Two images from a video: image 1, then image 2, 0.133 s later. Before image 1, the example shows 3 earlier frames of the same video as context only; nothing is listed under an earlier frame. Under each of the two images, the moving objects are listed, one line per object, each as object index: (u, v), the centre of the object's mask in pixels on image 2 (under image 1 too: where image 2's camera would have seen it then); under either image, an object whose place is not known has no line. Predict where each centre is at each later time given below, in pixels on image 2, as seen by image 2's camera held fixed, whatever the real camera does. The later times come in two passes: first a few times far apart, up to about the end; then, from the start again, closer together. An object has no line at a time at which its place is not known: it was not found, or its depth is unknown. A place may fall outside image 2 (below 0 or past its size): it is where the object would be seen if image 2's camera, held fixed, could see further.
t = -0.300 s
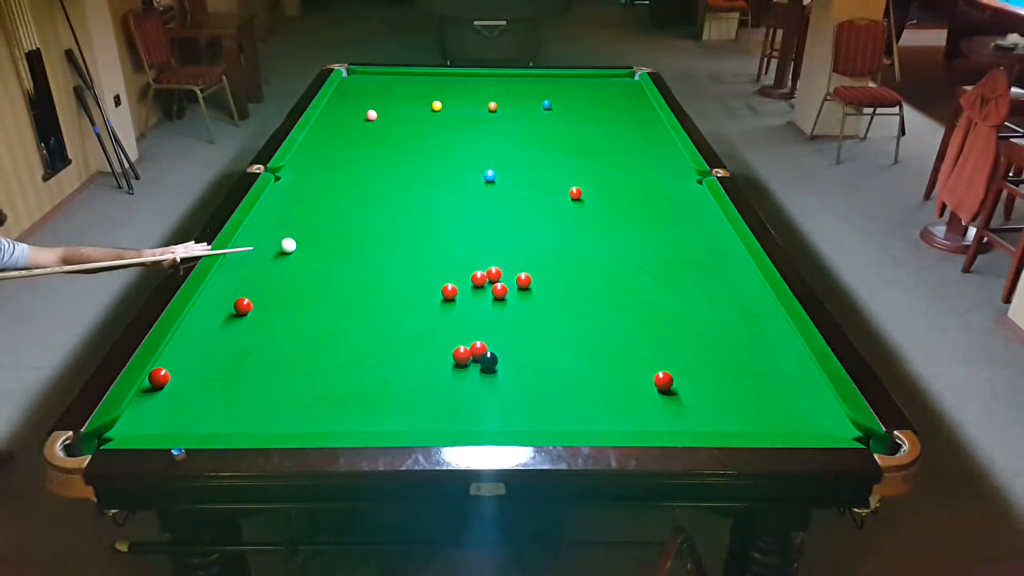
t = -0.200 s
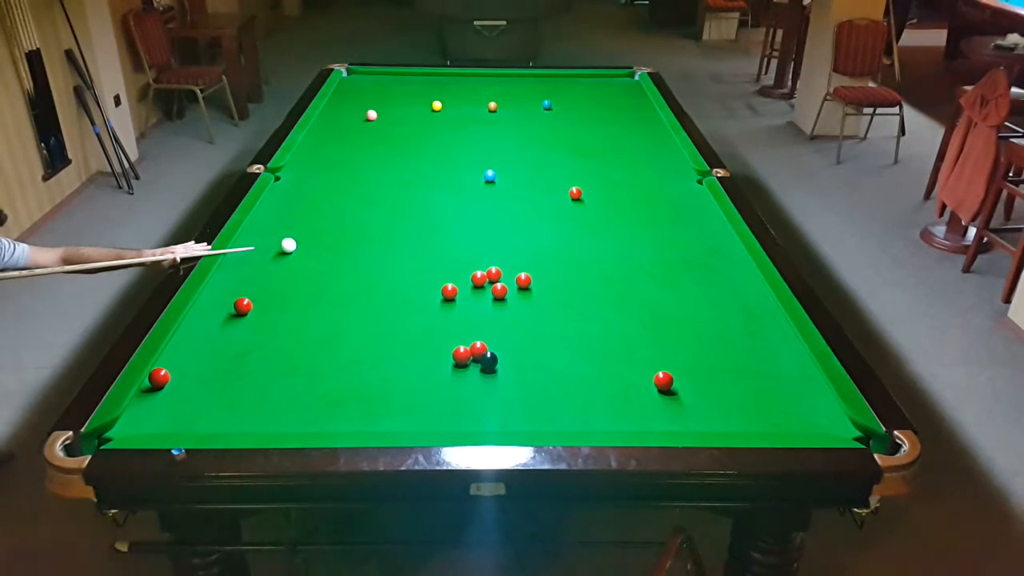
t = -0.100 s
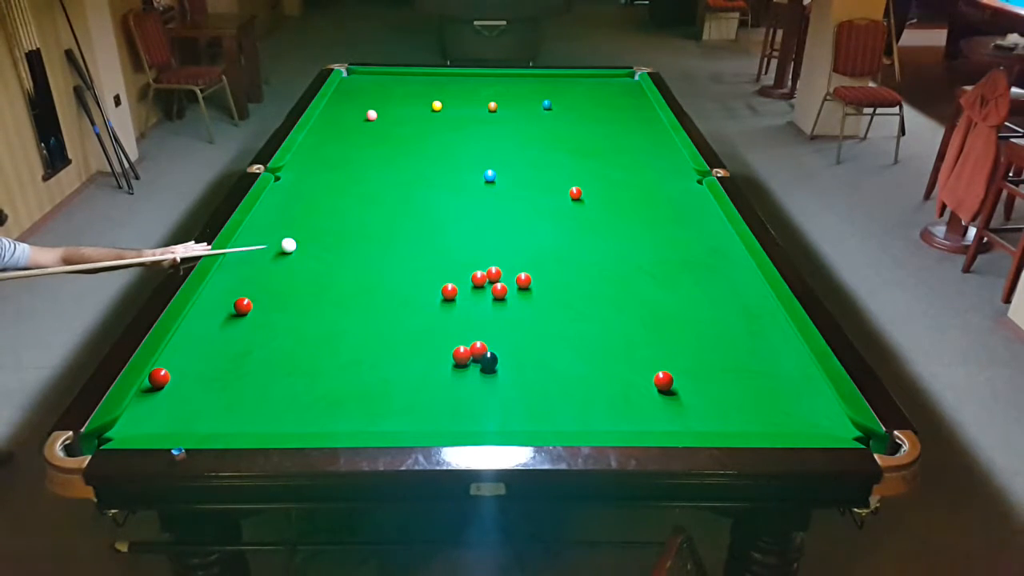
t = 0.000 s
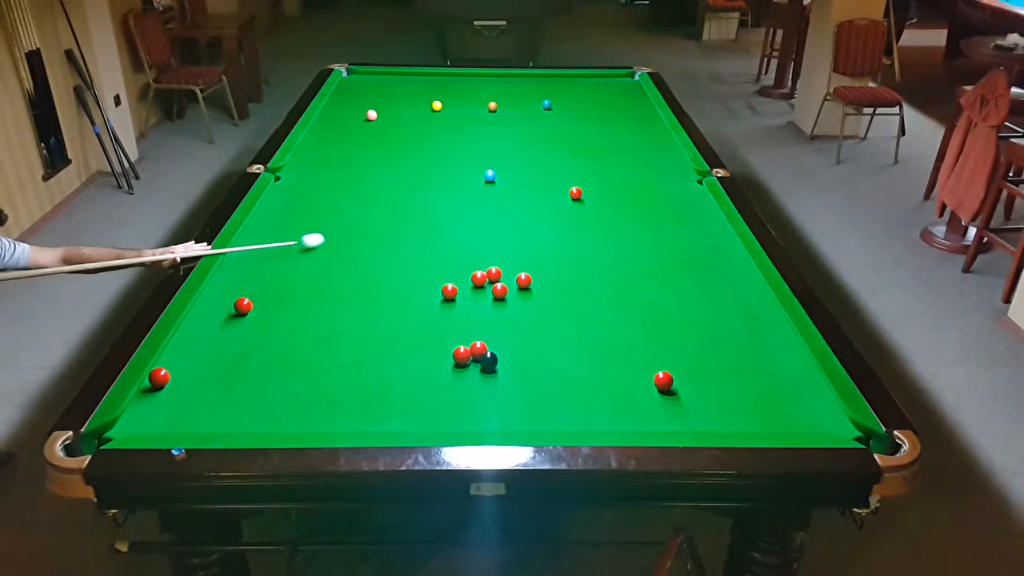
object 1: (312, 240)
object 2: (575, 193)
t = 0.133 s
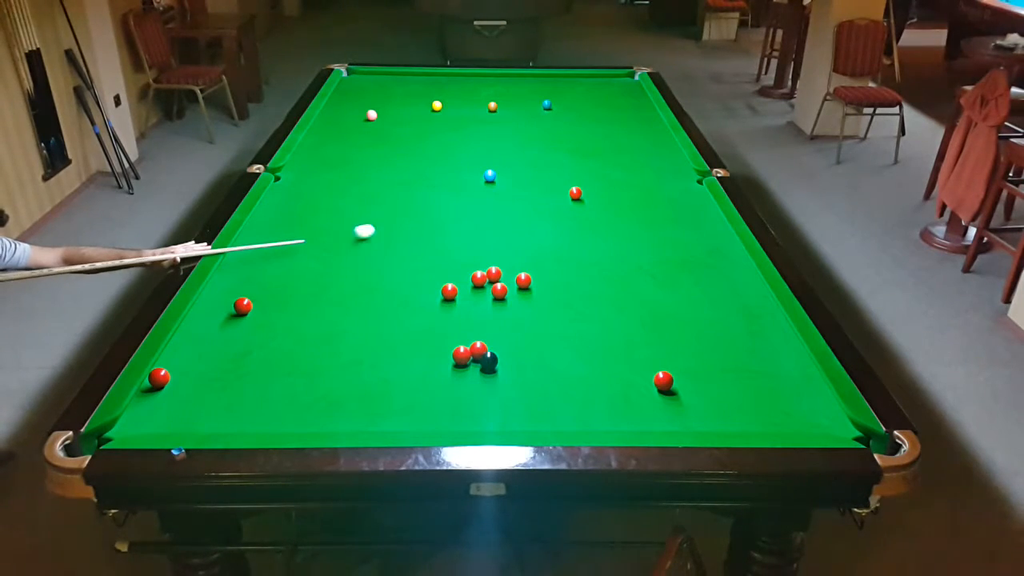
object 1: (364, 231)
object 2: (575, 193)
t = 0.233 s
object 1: (399, 224)
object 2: (575, 193)
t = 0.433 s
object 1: (464, 212)
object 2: (575, 193)
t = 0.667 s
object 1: (533, 199)
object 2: (575, 193)
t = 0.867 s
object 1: (566, 194)
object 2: (595, 189)
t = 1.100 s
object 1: (579, 191)
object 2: (633, 182)
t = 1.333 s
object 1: (590, 189)
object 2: (667, 176)
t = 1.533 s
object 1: (599, 188)
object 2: (692, 172)
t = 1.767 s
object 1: (608, 186)
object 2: (678, 177)
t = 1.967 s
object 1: (615, 185)
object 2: (667, 182)
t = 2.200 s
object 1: (621, 184)
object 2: (654, 187)
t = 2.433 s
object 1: (627, 183)
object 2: (642, 191)
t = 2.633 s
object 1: (630, 182)
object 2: (632, 195)
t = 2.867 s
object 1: (634, 182)
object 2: (622, 200)
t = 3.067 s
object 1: (636, 182)
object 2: (613, 203)
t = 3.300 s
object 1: (636, 182)
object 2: (604, 207)
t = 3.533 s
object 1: (636, 182)
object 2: (596, 210)
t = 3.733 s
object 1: (636, 181)
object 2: (590, 213)
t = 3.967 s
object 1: (636, 181)
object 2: (583, 215)
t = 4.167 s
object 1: (636, 181)
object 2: (578, 217)
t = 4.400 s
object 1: (636, 181)
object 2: (573, 219)
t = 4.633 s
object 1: (636, 181)
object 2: (570, 220)
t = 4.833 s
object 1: (636, 182)
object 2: (567, 221)
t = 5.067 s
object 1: (636, 182)
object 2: (565, 222)
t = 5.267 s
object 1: (636, 182)
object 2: (563, 222)
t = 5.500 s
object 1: (636, 182)
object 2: (563, 222)
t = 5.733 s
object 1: (636, 182)
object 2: (564, 222)
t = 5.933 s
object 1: (636, 182)
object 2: (564, 222)
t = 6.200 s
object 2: (564, 222)
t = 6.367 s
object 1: (636, 182)
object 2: (564, 222)
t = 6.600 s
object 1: (636, 182)
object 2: (564, 222)
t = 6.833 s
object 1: (636, 182)
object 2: (564, 222)
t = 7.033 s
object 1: (636, 182)
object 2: (564, 222)
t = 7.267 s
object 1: (636, 182)
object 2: (564, 222)
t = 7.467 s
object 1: (636, 181)
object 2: (564, 222)
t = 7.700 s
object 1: (636, 181)
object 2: (564, 222)
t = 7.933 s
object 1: (636, 182)
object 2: (564, 222)
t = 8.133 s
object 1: (636, 182)
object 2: (564, 222)
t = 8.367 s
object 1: (636, 182)
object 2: (564, 222)
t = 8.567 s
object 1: (636, 182)
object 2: (564, 222)
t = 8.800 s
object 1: (636, 182)
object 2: (564, 222)
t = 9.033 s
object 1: (636, 182)
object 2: (564, 222)
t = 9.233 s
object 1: (636, 181)
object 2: (564, 222)
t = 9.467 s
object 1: (636, 182)
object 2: (564, 222)
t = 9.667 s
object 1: (636, 182)
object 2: (564, 222)
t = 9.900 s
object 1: (636, 182)
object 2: (564, 222)
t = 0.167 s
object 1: (376, 229)
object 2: (575, 193)
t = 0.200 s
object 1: (388, 227)
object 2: (575, 193)
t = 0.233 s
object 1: (399, 224)
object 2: (575, 193)
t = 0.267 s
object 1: (410, 222)
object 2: (575, 193)
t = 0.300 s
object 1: (422, 220)
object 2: (575, 193)
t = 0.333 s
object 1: (432, 218)
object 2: (575, 193)
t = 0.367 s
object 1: (443, 216)
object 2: (575, 193)
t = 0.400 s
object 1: (454, 214)
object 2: (575, 193)
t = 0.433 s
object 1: (464, 212)
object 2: (575, 193)
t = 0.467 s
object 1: (474, 211)
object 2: (575, 193)
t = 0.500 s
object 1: (485, 209)
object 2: (575, 193)
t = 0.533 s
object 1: (495, 207)
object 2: (575, 193)
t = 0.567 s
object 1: (504, 205)
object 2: (575, 193)
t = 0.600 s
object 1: (514, 203)
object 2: (575, 193)
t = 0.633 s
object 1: (524, 201)
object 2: (575, 193)
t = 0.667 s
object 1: (533, 199)
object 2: (575, 193)
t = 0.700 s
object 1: (542, 198)
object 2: (575, 193)
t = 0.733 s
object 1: (551, 196)
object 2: (575, 193)
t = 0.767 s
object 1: (561, 195)
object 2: (575, 193)
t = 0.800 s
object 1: (564, 194)
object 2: (580, 191)
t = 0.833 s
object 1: (564, 194)
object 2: (588, 190)
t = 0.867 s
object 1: (566, 194)
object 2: (595, 189)
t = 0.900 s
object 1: (568, 193)
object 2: (601, 188)
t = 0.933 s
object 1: (570, 193)
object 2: (607, 187)
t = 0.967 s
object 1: (571, 193)
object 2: (613, 186)
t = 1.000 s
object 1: (573, 192)
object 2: (618, 185)
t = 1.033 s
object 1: (575, 192)
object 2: (623, 184)
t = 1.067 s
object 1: (577, 192)
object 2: (628, 183)
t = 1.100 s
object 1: (579, 191)
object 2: (633, 182)
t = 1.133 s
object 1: (580, 191)
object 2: (638, 181)
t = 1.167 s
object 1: (582, 191)
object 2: (643, 180)
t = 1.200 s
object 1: (584, 190)
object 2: (648, 179)
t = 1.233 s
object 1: (585, 190)
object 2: (653, 178)
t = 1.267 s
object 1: (587, 190)
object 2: (657, 177)
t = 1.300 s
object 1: (589, 189)
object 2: (662, 177)
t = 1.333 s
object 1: (590, 189)
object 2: (667, 176)
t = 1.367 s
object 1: (592, 189)
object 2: (671, 175)
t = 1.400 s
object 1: (593, 189)
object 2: (676, 174)
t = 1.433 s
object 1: (595, 188)
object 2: (680, 173)
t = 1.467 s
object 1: (596, 188)
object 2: (685, 173)
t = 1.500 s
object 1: (598, 188)
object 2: (689, 172)
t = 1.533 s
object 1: (599, 188)
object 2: (692, 172)
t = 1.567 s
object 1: (600, 187)
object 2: (690, 172)
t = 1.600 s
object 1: (602, 187)
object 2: (688, 173)
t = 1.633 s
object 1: (603, 187)
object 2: (686, 174)
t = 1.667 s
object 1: (604, 187)
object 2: (684, 175)
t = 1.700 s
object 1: (606, 186)
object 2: (682, 176)
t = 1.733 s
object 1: (607, 186)
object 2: (680, 176)
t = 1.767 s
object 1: (608, 186)
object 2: (678, 177)
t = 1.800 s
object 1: (609, 186)
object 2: (676, 178)
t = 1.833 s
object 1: (610, 186)
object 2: (675, 179)
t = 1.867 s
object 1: (612, 185)
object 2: (672, 179)
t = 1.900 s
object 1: (612, 185)
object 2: (671, 180)
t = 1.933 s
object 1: (613, 185)
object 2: (669, 181)
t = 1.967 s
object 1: (615, 185)
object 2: (667, 182)
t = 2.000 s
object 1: (616, 185)
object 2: (665, 182)
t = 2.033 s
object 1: (617, 184)
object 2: (663, 183)
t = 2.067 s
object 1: (618, 184)
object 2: (661, 184)
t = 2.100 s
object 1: (619, 184)
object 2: (659, 185)
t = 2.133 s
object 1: (619, 184)
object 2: (658, 185)
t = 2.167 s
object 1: (620, 184)
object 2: (656, 186)
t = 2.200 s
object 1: (621, 184)
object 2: (654, 187)
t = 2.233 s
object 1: (622, 183)
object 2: (652, 187)
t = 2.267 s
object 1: (623, 183)
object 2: (650, 188)
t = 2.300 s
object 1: (624, 183)
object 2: (649, 189)
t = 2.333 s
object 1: (625, 183)
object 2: (647, 189)
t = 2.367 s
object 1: (625, 183)
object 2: (645, 190)
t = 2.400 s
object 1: (626, 183)
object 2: (644, 191)
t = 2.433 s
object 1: (627, 183)
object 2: (642, 191)
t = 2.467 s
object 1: (627, 183)
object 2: (640, 192)
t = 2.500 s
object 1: (628, 183)
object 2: (639, 193)
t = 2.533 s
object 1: (629, 183)
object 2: (637, 194)
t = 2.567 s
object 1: (629, 183)
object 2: (635, 194)
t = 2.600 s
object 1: (630, 182)
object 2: (634, 195)
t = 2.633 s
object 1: (630, 182)
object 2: (632, 195)
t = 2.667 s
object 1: (631, 182)
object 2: (631, 196)
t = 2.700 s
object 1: (632, 182)
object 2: (629, 197)
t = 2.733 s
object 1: (632, 182)
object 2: (628, 197)
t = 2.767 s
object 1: (633, 182)
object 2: (626, 198)
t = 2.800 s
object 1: (633, 182)
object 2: (624, 199)
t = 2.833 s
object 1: (633, 182)
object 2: (623, 199)
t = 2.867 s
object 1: (634, 182)
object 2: (622, 200)
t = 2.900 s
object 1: (634, 182)
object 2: (620, 200)
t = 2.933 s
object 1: (634, 182)
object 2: (619, 201)
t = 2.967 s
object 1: (635, 182)
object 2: (617, 201)
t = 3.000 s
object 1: (635, 182)
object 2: (616, 202)
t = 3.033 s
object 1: (635, 182)
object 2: (615, 203)
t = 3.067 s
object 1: (636, 182)
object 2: (613, 203)
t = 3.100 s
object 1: (636, 182)
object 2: (612, 204)
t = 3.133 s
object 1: (636, 182)
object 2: (611, 204)
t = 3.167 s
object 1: (636, 182)
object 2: (609, 205)
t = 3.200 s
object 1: (636, 182)
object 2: (608, 205)
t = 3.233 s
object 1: (636, 182)
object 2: (607, 206)
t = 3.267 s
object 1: (636, 182)
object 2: (605, 206)
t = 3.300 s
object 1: (636, 182)
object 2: (604, 207)
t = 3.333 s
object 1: (636, 182)
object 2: (603, 207)
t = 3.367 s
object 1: (636, 182)
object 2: (602, 208)
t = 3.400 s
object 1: (636, 182)
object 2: (601, 208)
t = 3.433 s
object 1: (636, 181)
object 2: (599, 209)
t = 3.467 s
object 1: (636, 181)
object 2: (598, 209)
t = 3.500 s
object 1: (636, 181)
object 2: (597, 210)
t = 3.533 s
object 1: (636, 182)
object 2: (596, 210)
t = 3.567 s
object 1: (636, 181)
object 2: (595, 211)
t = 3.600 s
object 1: (636, 182)
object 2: (594, 211)
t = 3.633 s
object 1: (636, 181)
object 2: (593, 211)
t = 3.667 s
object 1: (636, 182)
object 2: (592, 212)
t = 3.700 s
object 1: (636, 182)
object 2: (591, 212)
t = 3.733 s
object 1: (636, 181)
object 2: (590, 213)
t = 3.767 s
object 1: (636, 182)
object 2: (589, 213)
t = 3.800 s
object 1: (636, 182)
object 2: (588, 214)
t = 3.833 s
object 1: (636, 181)
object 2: (587, 214)
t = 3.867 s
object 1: (636, 181)
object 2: (586, 214)
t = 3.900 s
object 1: (636, 182)
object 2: (585, 215)
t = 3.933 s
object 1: (636, 181)
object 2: (584, 215)
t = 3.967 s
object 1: (636, 181)
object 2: (583, 215)
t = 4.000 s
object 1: (636, 181)
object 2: (582, 216)
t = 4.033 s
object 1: (636, 181)
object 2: (582, 216)
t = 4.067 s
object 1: (636, 181)
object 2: (581, 216)
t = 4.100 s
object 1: (636, 181)
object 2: (580, 216)
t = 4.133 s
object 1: (636, 181)
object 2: (579, 217)
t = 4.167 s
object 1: (636, 181)
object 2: (578, 217)
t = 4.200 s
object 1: (636, 181)
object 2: (578, 218)
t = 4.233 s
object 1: (636, 181)
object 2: (577, 218)
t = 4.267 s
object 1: (636, 181)
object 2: (576, 218)
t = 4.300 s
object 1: (636, 181)
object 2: (576, 218)
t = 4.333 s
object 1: (636, 181)
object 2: (575, 218)
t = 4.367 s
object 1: (636, 181)
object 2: (574, 219)
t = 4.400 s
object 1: (636, 181)
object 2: (573, 219)
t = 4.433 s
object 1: (636, 181)
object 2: (573, 219)
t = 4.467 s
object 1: (636, 182)
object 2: (572, 220)
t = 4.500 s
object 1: (636, 181)
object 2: (572, 219)
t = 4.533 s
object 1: (636, 181)
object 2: (571, 220)
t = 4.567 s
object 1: (636, 181)
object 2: (570, 220)
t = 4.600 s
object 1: (636, 182)
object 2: (570, 220)
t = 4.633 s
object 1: (636, 181)
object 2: (570, 220)
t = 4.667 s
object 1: (636, 182)
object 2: (569, 220)
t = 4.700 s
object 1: (636, 181)
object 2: (568, 221)
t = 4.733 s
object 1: (636, 181)
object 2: (568, 221)
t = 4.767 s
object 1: (636, 181)
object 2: (568, 221)
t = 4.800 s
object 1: (636, 181)
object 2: (567, 221)
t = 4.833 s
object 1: (636, 182)
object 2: (567, 221)
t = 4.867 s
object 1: (636, 182)
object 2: (567, 221)
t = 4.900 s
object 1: (636, 182)
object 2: (566, 221)
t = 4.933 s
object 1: (636, 182)
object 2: (566, 222)
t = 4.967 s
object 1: (636, 181)
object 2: (566, 222)
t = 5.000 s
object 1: (636, 181)
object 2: (565, 222)
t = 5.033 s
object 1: (636, 182)
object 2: (565, 222)
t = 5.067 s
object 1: (636, 182)
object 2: (565, 222)
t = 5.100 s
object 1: (636, 181)
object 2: (565, 222)
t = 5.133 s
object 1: (636, 181)
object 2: (564, 222)
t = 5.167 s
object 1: (636, 181)
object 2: (564, 222)
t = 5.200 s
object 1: (636, 181)
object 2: (564, 222)
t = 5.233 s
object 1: (636, 181)
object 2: (564, 222)
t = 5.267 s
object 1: (636, 182)
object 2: (563, 222)
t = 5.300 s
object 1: (636, 182)
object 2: (563, 222)
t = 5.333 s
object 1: (636, 181)
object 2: (563, 222)
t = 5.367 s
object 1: (636, 181)
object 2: (563, 222)
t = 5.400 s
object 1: (636, 181)
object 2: (563, 222)
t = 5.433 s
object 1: (636, 181)
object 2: (563, 222)
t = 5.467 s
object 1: (636, 181)
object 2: (563, 222)
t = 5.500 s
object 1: (636, 182)
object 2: (563, 222)
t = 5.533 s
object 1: (636, 182)
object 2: (563, 222)
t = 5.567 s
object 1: (636, 181)
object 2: (563, 222)
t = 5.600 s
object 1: (636, 181)
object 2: (563, 222)
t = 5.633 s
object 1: (636, 182)
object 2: (563, 222)
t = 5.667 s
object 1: (636, 181)
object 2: (564, 222)
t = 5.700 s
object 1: (636, 182)
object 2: (564, 222)
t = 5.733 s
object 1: (636, 182)
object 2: (564, 222)
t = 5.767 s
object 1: (636, 182)
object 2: (564, 222)
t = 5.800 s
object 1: (636, 181)
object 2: (564, 222)
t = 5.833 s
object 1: (636, 182)
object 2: (564, 222)
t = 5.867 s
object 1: (636, 182)
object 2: (564, 222)
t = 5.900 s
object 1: (636, 182)
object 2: (564, 222)
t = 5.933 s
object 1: (636, 182)
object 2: (564, 222)
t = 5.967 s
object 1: (636, 182)
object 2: (564, 222)
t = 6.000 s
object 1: (636, 182)
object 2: (564, 222)
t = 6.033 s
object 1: (636, 182)
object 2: (564, 222)
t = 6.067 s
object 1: (636, 182)
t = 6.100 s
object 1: (636, 181)
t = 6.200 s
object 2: (564, 222)
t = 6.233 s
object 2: (564, 222)
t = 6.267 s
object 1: (636, 182)
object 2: (564, 222)
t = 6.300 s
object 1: (636, 182)
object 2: (564, 222)
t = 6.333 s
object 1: (636, 182)
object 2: (564, 222)
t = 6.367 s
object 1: (636, 182)
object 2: (564, 222)
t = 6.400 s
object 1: (636, 182)
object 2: (564, 222)
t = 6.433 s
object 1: (636, 182)
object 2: (564, 222)
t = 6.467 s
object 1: (636, 182)
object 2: (564, 222)
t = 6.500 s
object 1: (636, 182)
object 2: (564, 222)
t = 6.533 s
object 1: (636, 182)
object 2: (564, 222)
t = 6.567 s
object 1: (636, 182)
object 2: (564, 222)
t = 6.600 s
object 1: (636, 182)
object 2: (564, 222)
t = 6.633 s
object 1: (636, 182)
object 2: (564, 222)
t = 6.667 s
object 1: (636, 182)
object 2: (564, 222)
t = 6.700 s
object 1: (636, 182)
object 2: (564, 222)
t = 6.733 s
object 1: (636, 182)
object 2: (564, 222)
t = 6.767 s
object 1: (636, 182)
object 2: (564, 222)
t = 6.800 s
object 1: (636, 182)
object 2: (564, 222)
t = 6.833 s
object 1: (636, 182)
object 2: (564, 222)
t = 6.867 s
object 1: (636, 182)
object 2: (564, 222)
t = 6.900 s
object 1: (636, 182)
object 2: (564, 222)
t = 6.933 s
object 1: (636, 182)
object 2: (564, 222)
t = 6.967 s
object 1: (636, 182)
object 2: (564, 222)
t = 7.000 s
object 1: (636, 182)
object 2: (564, 222)
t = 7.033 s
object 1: (636, 182)
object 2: (564, 222)
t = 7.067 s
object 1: (636, 182)
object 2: (564, 222)
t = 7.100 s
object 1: (636, 182)
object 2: (564, 222)
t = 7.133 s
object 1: (636, 182)
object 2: (564, 222)
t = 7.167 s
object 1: (636, 182)
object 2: (564, 222)
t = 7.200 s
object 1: (636, 182)
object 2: (564, 222)
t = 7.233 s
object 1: (636, 182)
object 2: (564, 222)
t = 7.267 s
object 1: (636, 182)
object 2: (564, 222)
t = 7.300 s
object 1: (636, 182)
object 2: (564, 222)
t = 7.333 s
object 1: (636, 182)
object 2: (564, 222)
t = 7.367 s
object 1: (636, 181)
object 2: (564, 222)
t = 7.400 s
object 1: (636, 181)
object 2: (564, 222)
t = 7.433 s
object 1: (636, 182)
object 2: (564, 222)
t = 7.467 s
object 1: (636, 181)
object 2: (564, 222)
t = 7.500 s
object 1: (636, 182)
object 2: (564, 222)
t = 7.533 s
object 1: (636, 182)
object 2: (564, 222)
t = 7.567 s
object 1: (636, 181)
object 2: (564, 222)
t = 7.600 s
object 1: (636, 181)
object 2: (564, 222)
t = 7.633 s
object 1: (636, 182)
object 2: (564, 222)
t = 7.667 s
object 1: (636, 181)
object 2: (564, 222)
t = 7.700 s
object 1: (636, 181)
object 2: (564, 222)
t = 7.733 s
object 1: (636, 182)
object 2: (564, 222)
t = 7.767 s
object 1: (636, 182)
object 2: (564, 222)
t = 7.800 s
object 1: (636, 182)
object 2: (564, 222)
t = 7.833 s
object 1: (636, 182)
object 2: (564, 222)
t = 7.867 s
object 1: (636, 182)
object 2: (564, 222)
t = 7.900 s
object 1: (636, 182)
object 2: (564, 222)
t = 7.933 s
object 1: (636, 182)
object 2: (564, 222)
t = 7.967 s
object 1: (636, 182)
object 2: (564, 222)
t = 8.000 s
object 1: (636, 182)
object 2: (564, 222)
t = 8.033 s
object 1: (636, 182)
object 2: (564, 222)
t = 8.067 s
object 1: (636, 182)
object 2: (564, 222)
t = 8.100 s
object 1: (636, 182)
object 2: (564, 222)
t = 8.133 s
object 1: (636, 182)
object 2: (564, 222)
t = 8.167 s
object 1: (636, 181)
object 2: (564, 222)
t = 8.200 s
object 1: (636, 182)
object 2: (564, 222)
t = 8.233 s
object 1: (636, 182)
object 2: (564, 222)
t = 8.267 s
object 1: (636, 182)
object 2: (564, 222)
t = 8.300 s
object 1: (636, 182)
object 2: (564, 222)
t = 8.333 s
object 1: (636, 182)
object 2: (564, 222)
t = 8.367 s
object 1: (636, 182)
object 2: (564, 222)
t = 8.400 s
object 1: (636, 182)
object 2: (564, 222)
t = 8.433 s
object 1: (636, 181)
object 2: (564, 222)
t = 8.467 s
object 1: (636, 182)
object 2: (564, 222)
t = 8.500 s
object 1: (636, 182)
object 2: (564, 222)
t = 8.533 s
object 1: (636, 182)
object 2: (564, 222)
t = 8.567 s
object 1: (636, 182)
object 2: (564, 222)
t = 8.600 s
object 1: (636, 182)
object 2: (564, 222)
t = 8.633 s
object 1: (636, 182)
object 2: (564, 222)
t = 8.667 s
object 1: (636, 181)
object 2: (564, 222)
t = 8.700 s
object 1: (636, 182)
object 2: (564, 222)
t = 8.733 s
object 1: (636, 182)
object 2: (564, 222)
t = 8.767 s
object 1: (636, 182)
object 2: (564, 222)
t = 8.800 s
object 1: (636, 182)
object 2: (564, 222)
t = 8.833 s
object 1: (636, 182)
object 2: (564, 222)
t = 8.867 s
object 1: (636, 182)
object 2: (564, 222)
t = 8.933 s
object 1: (636, 182)
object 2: (564, 222)
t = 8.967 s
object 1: (636, 182)
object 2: (564, 222)
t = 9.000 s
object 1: (636, 182)
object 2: (564, 222)
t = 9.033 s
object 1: (636, 182)
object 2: (564, 222)
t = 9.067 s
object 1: (636, 182)
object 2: (564, 222)
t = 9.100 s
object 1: (636, 181)
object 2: (564, 222)
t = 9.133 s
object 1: (636, 182)
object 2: (564, 222)
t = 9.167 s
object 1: (636, 182)
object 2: (564, 222)
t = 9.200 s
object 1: (636, 181)
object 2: (564, 222)
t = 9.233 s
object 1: (636, 181)
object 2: (564, 222)
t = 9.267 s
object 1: (636, 181)
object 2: (564, 222)
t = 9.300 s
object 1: (636, 182)
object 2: (564, 222)
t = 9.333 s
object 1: (636, 181)
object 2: (564, 222)
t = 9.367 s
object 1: (636, 182)
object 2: (564, 222)
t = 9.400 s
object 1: (636, 182)
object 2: (564, 222)
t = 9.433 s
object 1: (636, 182)
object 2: (564, 222)
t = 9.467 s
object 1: (636, 182)
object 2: (564, 222)
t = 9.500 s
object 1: (636, 181)
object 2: (564, 222)
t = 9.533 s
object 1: (636, 182)
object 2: (564, 222)
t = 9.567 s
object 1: (636, 181)
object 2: (564, 222)
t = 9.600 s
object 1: (636, 181)
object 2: (564, 222)
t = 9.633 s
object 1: (636, 182)
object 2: (564, 222)
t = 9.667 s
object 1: (636, 182)
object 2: (564, 222)
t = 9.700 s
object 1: (636, 182)
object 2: (564, 222)
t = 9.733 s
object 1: (636, 182)
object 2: (564, 222)
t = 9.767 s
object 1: (636, 182)
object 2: (564, 222)
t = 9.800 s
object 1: (636, 182)
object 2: (564, 222)
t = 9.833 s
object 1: (636, 181)
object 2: (564, 222)
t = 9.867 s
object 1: (636, 181)
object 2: (564, 222)
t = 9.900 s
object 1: (636, 182)
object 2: (564, 222)
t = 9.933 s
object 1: (636, 182)
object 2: (564, 222)
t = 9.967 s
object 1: (636, 182)
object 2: (564, 222)
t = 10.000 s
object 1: (636, 182)
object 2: (564, 222)
